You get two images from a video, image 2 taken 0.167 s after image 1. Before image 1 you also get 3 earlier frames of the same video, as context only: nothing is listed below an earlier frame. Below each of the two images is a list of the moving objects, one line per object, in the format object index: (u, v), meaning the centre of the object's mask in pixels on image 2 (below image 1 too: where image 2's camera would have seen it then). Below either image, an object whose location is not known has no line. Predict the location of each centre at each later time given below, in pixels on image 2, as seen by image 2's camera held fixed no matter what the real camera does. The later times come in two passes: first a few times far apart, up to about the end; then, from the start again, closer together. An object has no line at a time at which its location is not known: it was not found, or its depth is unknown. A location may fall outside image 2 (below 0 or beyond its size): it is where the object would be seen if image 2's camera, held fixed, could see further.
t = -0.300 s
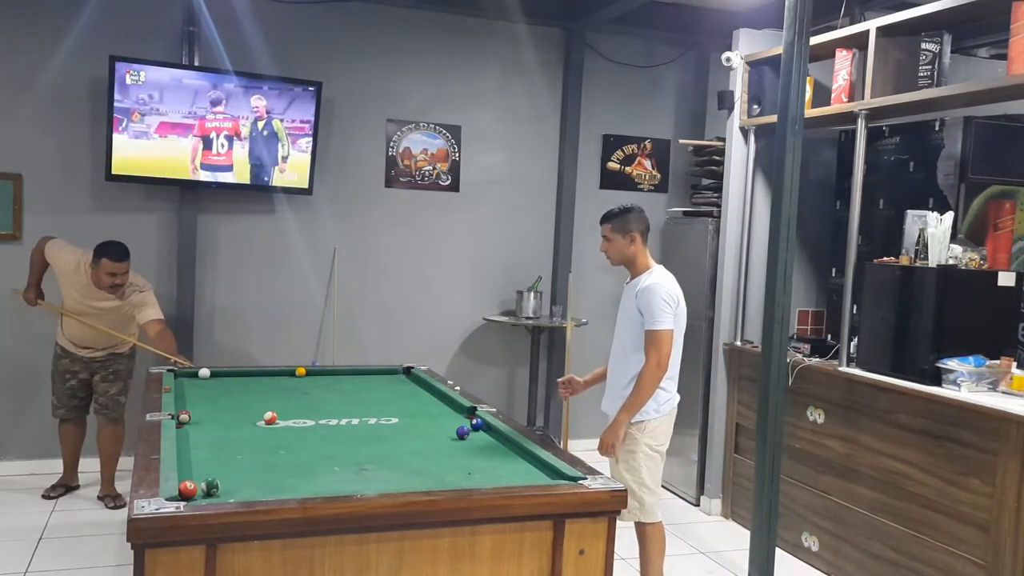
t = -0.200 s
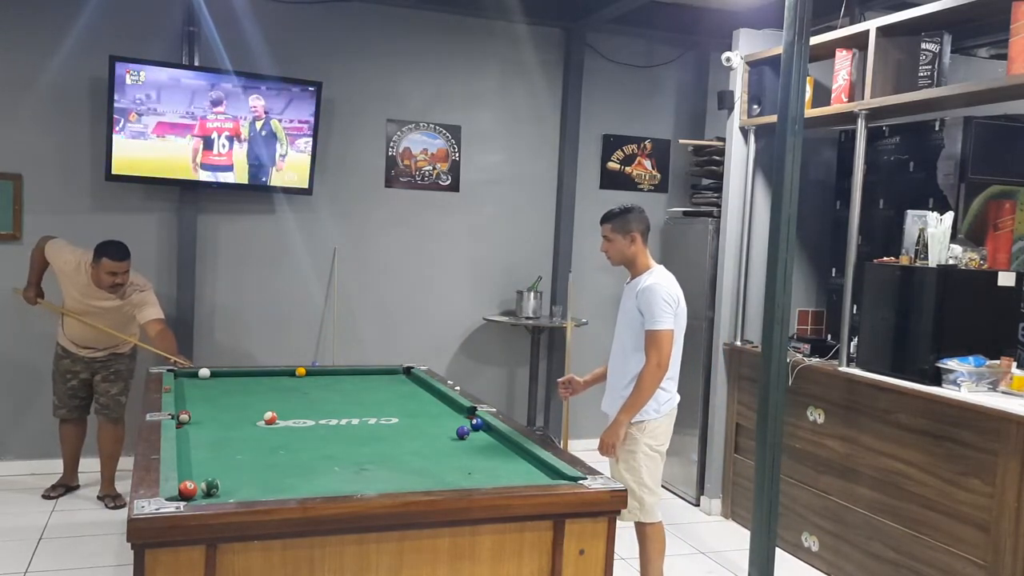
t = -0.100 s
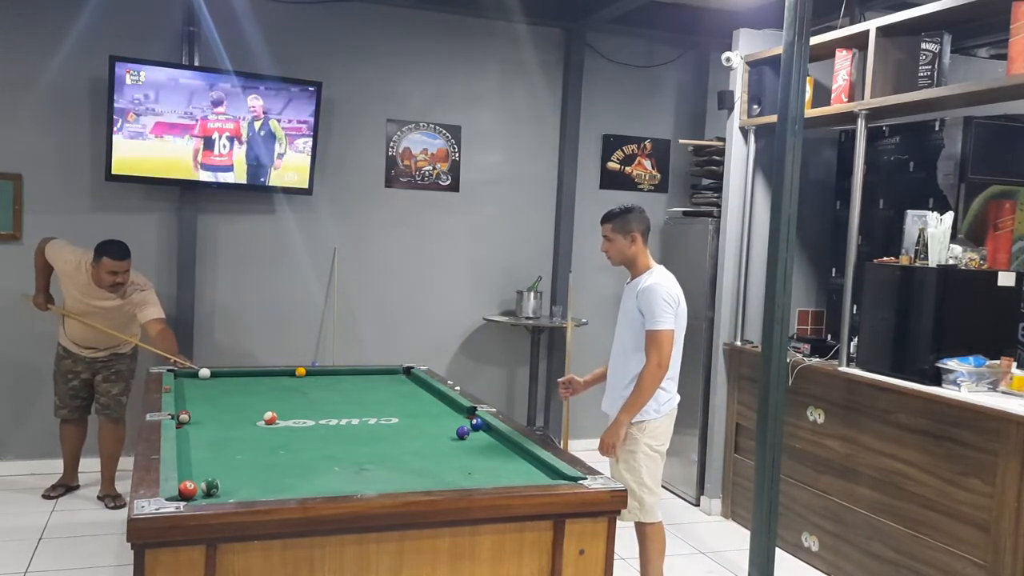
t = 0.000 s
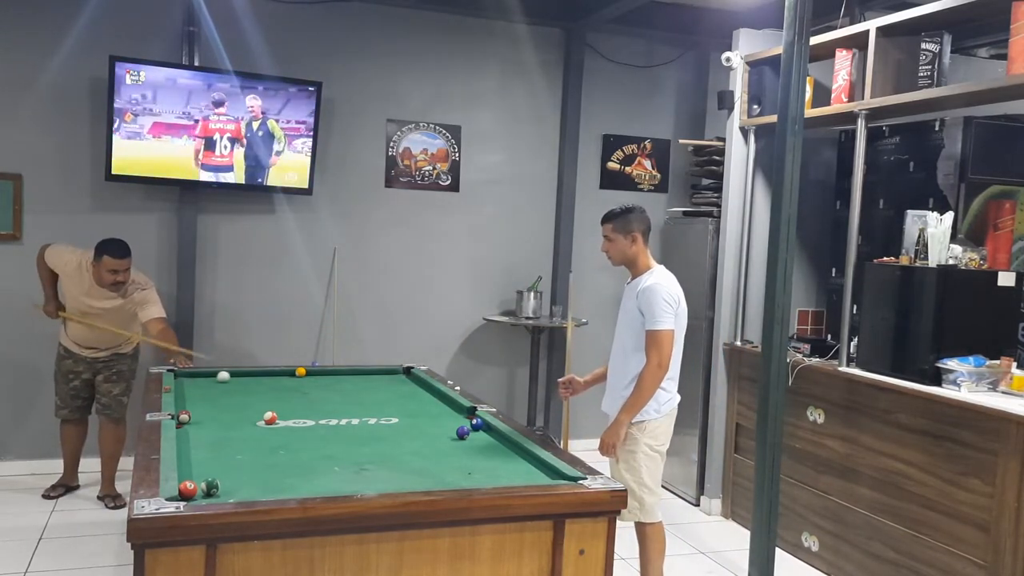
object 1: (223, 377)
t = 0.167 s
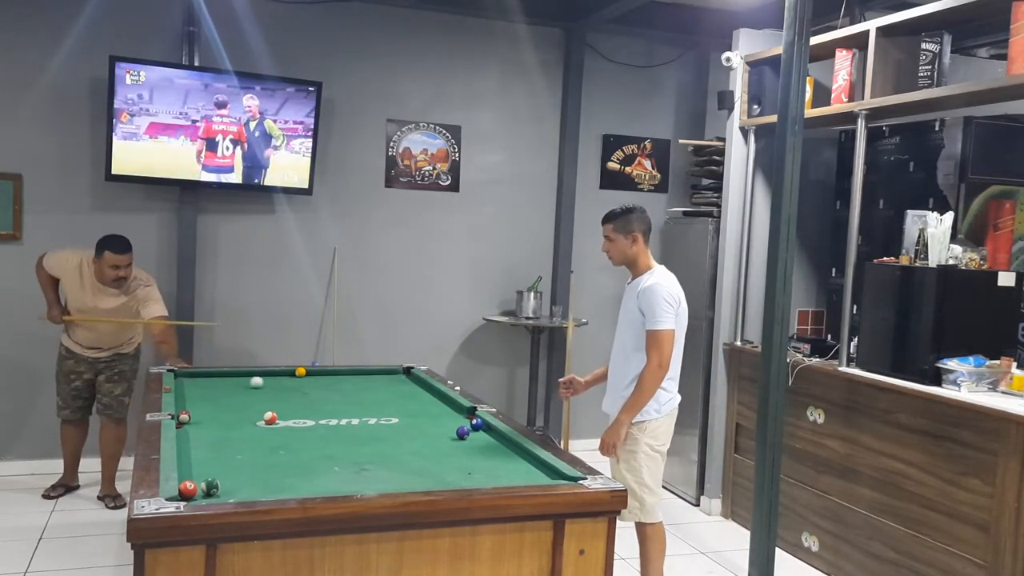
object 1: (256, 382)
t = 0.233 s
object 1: (270, 385)
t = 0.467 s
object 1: (318, 393)
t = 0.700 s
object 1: (370, 402)
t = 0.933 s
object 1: (425, 411)
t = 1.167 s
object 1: (475, 417)
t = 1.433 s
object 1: (443, 426)
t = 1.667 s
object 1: (416, 431)
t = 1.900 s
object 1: (388, 437)
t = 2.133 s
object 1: (360, 442)
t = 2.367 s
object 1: (332, 446)
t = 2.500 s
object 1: (315, 450)
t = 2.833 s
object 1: (276, 457)
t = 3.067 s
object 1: (248, 462)
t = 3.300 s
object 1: (221, 467)
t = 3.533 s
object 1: (196, 471)
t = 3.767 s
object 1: (198, 473)
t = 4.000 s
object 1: (213, 472)
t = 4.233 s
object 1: (227, 476)
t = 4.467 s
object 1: (238, 476)
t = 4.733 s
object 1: (249, 477)
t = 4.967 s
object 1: (257, 478)
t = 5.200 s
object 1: (263, 478)
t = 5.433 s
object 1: (266, 478)
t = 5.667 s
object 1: (268, 478)
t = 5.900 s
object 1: (268, 478)
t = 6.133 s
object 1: (268, 478)
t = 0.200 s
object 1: (263, 383)
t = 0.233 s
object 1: (270, 385)
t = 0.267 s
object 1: (276, 386)
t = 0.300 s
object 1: (283, 387)
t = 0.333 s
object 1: (290, 388)
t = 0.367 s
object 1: (297, 389)
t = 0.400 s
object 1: (304, 391)
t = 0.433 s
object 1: (311, 392)
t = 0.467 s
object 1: (318, 393)
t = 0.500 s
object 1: (326, 394)
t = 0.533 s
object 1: (333, 396)
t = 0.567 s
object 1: (340, 397)
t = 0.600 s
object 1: (348, 398)
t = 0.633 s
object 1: (355, 399)
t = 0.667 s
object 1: (363, 401)
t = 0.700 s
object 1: (370, 402)
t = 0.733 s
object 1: (378, 404)
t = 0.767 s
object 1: (385, 405)
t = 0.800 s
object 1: (393, 406)
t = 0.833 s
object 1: (401, 407)
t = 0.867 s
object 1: (409, 409)
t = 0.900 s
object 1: (417, 410)
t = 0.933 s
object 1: (425, 411)
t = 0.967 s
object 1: (433, 413)
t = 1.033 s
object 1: (449, 416)
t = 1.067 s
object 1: (457, 417)
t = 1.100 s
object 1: (465, 418)
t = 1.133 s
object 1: (472, 417)
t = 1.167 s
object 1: (475, 417)
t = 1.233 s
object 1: (467, 421)
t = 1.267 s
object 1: (462, 421)
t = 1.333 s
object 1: (454, 424)
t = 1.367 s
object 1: (451, 425)
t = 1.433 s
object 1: (443, 426)
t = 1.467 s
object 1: (439, 427)
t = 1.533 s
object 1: (431, 429)
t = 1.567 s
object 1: (427, 429)
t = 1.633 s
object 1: (420, 430)
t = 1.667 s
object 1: (416, 431)
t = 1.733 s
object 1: (408, 433)
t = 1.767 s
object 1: (404, 433)
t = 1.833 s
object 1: (396, 435)
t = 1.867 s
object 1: (392, 436)
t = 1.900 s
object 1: (388, 437)
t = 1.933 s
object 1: (384, 437)
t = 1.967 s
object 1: (380, 438)
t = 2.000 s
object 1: (376, 439)
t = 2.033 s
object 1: (372, 439)
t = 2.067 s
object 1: (368, 440)
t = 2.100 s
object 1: (364, 441)
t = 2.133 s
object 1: (360, 442)
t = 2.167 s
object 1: (356, 442)
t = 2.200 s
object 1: (352, 443)
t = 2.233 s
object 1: (348, 444)
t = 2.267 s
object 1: (344, 444)
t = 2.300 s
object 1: (340, 445)
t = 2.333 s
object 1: (336, 446)
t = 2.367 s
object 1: (332, 446)
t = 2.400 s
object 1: (327, 447)
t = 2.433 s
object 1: (323, 448)
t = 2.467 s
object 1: (319, 449)
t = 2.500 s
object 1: (315, 450)
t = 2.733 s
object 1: (287, 454)
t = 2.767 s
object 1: (284, 455)
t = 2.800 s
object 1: (280, 456)
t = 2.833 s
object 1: (276, 457)
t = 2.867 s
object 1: (272, 457)
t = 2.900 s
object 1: (268, 458)
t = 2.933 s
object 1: (264, 459)
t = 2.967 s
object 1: (260, 460)
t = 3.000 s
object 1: (256, 460)
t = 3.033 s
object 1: (252, 461)
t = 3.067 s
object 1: (248, 462)
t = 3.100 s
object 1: (245, 463)
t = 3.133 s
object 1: (241, 463)
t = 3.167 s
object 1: (237, 464)
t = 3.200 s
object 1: (233, 465)
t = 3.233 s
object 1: (229, 465)
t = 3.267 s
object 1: (225, 466)
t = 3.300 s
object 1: (221, 467)
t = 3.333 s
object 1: (218, 467)
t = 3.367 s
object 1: (214, 468)
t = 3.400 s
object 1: (211, 468)
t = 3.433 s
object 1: (206, 469)
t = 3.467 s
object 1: (202, 470)
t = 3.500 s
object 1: (199, 470)
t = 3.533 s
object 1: (196, 471)
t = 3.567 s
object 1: (192, 472)
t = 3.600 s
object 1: (188, 472)
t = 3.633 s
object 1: (188, 472)
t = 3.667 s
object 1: (191, 472)
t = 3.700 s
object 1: (193, 473)
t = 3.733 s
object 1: (195, 473)
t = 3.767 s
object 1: (198, 473)
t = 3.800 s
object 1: (200, 473)
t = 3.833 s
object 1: (202, 473)
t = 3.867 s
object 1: (204, 473)
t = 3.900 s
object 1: (206, 473)
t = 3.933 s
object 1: (208, 472)
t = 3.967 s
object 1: (211, 472)
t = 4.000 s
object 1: (213, 472)
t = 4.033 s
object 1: (216, 473)
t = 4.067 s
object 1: (218, 474)
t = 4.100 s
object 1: (220, 473)
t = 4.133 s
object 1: (222, 474)
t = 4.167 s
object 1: (224, 475)
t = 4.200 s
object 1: (226, 475)
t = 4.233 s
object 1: (227, 476)
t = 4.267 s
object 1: (229, 476)
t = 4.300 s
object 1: (230, 476)
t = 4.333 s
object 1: (232, 476)
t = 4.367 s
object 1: (233, 476)
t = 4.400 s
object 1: (235, 476)
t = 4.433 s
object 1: (237, 476)
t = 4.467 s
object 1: (238, 476)
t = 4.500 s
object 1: (240, 477)
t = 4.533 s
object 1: (241, 476)
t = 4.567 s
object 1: (243, 477)
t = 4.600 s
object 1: (244, 477)
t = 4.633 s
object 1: (246, 477)
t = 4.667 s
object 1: (247, 477)
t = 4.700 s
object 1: (249, 477)
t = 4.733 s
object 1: (249, 477)
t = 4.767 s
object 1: (251, 477)
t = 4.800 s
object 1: (252, 477)
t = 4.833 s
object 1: (253, 477)
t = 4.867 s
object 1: (254, 478)
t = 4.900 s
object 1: (255, 478)
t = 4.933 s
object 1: (256, 478)
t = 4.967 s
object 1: (257, 478)
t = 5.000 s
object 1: (258, 478)
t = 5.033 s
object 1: (259, 478)
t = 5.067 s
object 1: (260, 478)
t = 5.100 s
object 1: (260, 478)
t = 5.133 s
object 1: (261, 478)
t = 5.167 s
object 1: (262, 478)
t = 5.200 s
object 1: (263, 478)
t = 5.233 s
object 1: (263, 478)
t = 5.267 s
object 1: (264, 478)
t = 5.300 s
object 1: (265, 478)
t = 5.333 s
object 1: (265, 478)
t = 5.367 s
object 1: (265, 478)
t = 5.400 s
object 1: (266, 478)
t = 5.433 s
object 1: (266, 478)
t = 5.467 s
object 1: (267, 478)
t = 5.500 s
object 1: (267, 478)
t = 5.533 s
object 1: (267, 478)
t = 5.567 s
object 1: (268, 478)
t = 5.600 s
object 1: (268, 478)
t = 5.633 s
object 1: (268, 478)
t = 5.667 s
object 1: (268, 478)
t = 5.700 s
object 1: (268, 478)
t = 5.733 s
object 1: (268, 478)
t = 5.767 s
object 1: (268, 478)
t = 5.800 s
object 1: (268, 478)
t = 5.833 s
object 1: (268, 478)
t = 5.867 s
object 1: (268, 478)
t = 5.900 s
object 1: (268, 478)
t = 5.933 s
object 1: (267, 478)
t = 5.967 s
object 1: (268, 478)
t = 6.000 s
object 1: (268, 478)
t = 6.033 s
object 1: (268, 478)
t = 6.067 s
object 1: (267, 478)
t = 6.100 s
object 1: (267, 478)
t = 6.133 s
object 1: (268, 478)
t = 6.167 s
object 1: (268, 478)
